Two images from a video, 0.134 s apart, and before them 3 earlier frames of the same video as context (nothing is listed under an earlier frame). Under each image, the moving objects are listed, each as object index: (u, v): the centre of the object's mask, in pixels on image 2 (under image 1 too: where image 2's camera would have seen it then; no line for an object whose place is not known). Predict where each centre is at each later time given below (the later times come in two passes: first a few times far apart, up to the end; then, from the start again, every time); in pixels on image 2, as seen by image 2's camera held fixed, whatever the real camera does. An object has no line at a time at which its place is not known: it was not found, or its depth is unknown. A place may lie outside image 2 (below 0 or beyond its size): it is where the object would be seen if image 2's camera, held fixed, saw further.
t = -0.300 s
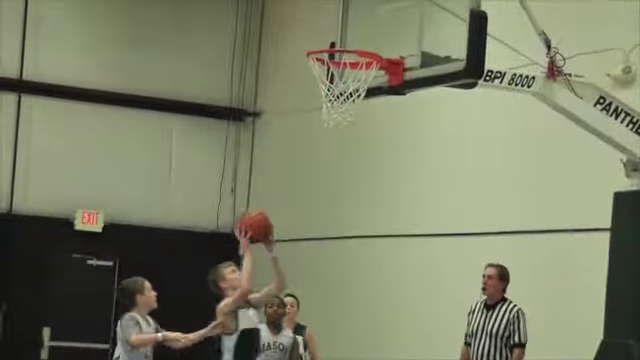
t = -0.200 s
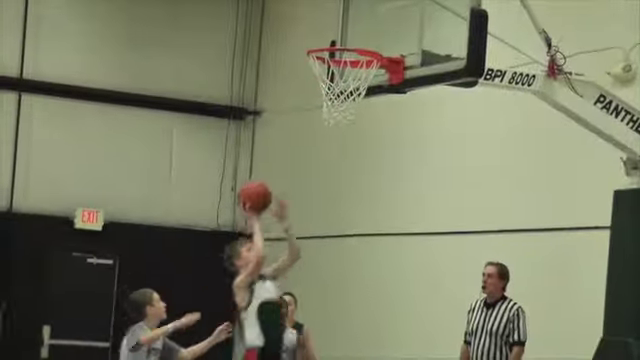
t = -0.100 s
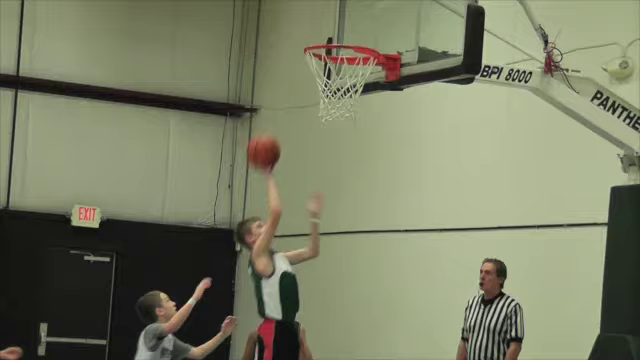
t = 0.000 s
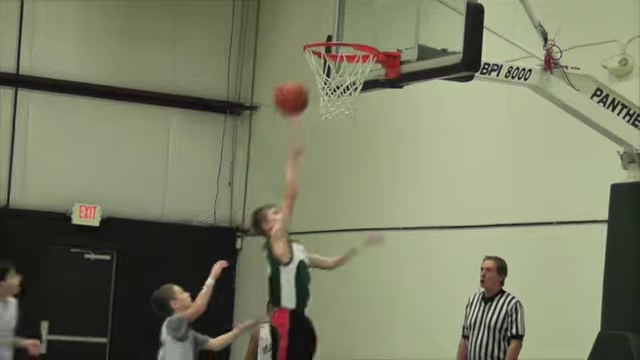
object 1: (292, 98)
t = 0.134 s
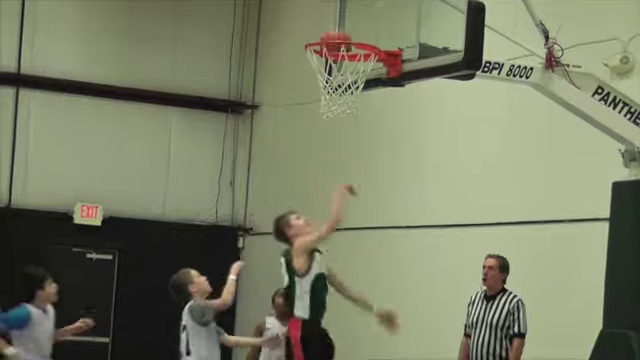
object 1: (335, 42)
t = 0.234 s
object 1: (363, 24)
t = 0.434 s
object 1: (345, 30)
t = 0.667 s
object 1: (323, 96)
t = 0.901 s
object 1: (333, 141)
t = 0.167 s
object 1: (346, 31)
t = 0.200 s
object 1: (356, 28)
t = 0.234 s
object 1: (363, 24)
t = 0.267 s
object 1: (361, 22)
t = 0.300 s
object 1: (358, 22)
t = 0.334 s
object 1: (356, 22)
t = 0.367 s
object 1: (352, 24)
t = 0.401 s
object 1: (349, 27)
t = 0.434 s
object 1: (345, 30)
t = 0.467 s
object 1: (341, 43)
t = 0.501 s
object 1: (339, 52)
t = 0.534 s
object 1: (332, 65)
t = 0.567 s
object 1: (329, 74)
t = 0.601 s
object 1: (327, 79)
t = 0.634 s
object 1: (327, 82)
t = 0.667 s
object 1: (323, 96)
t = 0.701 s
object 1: (325, 97)
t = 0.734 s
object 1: (327, 100)
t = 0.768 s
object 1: (329, 105)
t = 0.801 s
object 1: (331, 110)
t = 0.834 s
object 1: (332, 118)
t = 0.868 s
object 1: (333, 128)
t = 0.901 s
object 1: (333, 141)
